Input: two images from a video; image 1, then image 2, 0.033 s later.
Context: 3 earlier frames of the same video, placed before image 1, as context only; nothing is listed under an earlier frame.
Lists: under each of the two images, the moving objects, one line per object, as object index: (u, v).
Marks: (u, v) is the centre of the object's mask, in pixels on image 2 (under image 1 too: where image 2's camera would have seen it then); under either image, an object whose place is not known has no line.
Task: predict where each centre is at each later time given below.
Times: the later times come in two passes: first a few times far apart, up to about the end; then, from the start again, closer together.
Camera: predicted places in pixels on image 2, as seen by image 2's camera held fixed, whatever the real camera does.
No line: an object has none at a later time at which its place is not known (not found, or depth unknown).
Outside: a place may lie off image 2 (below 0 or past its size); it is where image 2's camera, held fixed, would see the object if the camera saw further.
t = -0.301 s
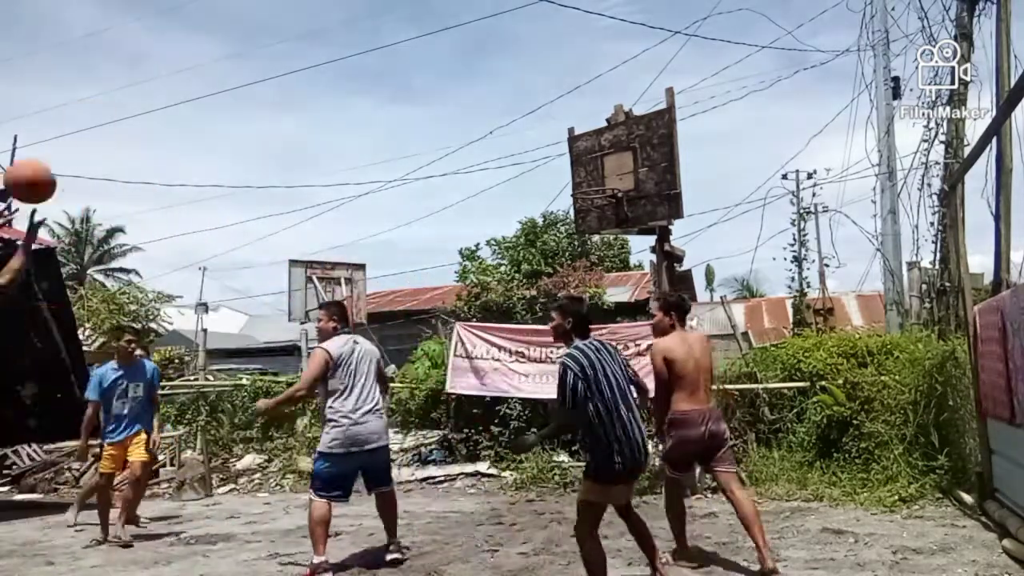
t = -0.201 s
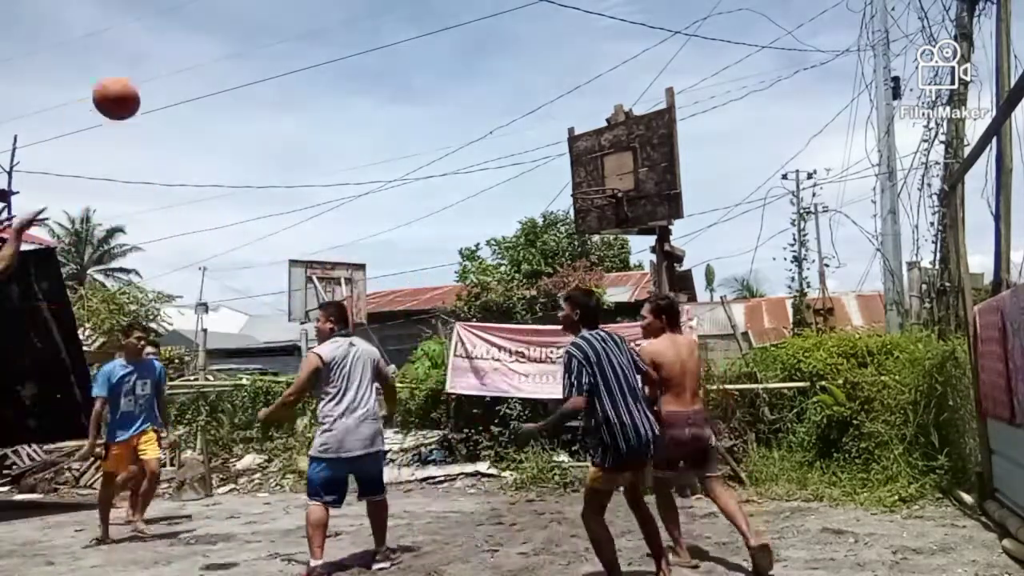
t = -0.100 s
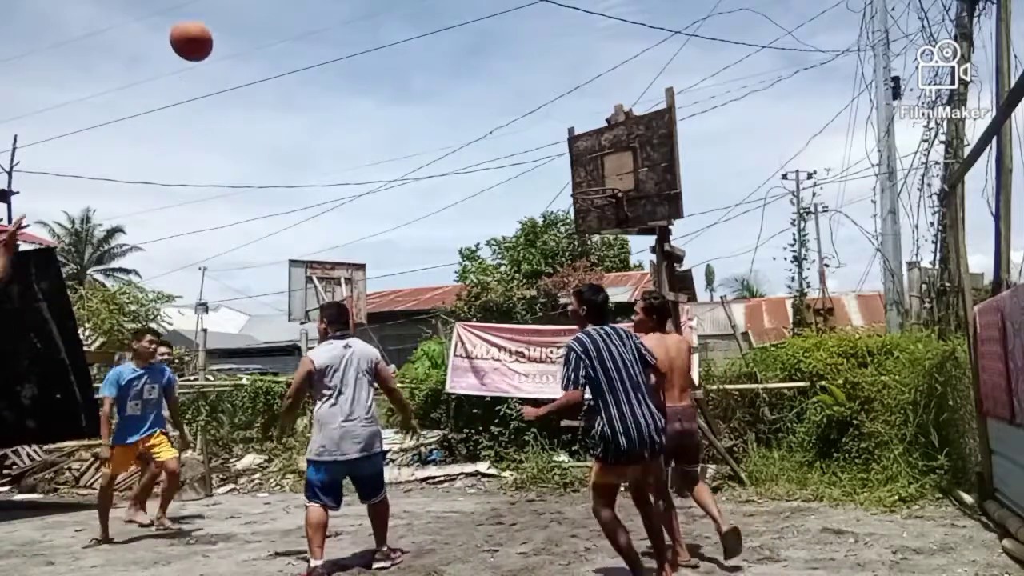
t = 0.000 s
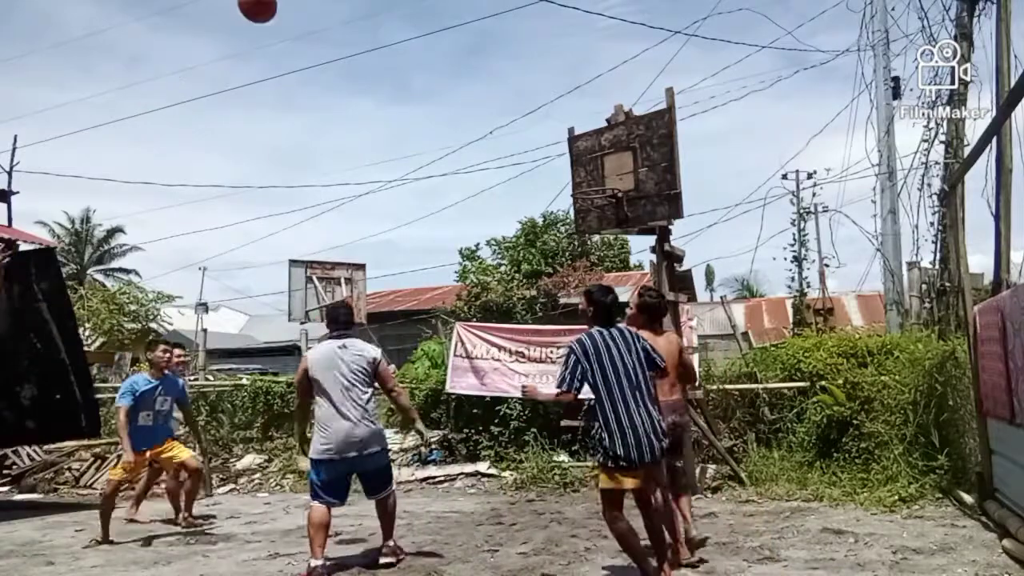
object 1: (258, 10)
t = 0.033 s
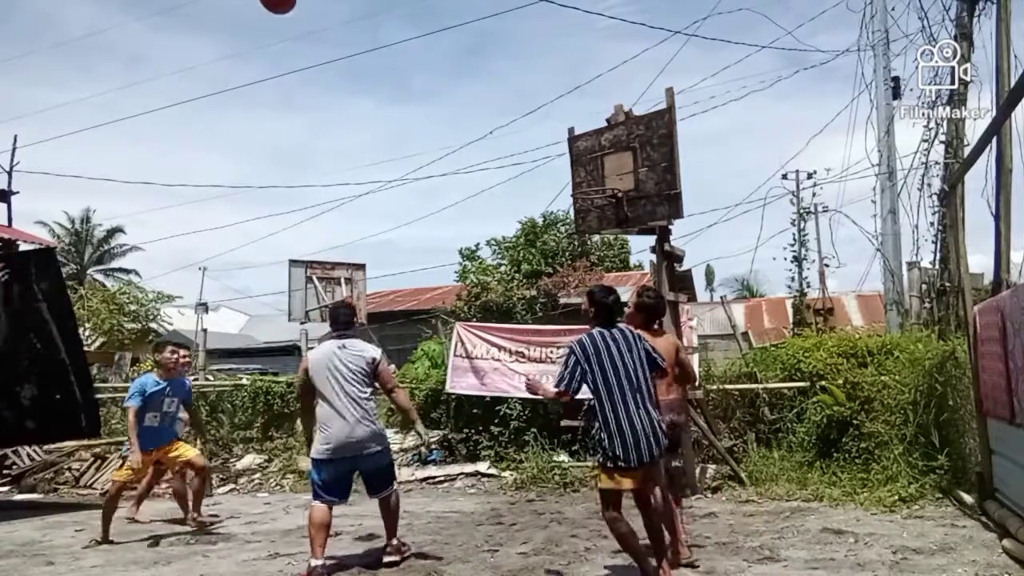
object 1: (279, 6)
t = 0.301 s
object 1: (418, 1)
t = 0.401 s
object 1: (461, 9)
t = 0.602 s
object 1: (540, 72)
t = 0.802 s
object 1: (608, 176)
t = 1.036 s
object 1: (660, 99)
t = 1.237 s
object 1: (706, 70)
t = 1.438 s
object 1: (760, 87)
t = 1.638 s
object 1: (823, 157)
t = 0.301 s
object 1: (418, 1)
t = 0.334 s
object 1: (432, 3)
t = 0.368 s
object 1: (447, 6)
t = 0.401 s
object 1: (461, 9)
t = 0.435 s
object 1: (475, 14)
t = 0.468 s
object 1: (488, 22)
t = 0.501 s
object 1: (501, 34)
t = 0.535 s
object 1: (514, 45)
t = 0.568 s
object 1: (527, 59)
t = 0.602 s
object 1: (540, 72)
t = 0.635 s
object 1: (552, 88)
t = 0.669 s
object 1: (564, 103)
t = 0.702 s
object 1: (575, 121)
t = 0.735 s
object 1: (587, 138)
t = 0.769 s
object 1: (597, 157)
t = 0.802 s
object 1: (608, 176)
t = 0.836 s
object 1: (615, 167)
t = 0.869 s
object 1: (622, 153)
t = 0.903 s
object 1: (628, 139)
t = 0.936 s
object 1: (636, 127)
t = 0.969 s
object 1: (643, 117)
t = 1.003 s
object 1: (652, 105)
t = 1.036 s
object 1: (660, 99)
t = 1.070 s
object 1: (666, 90)
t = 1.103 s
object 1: (674, 84)
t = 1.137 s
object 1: (682, 79)
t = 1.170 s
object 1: (690, 75)
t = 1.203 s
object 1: (697, 71)
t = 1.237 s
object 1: (706, 70)
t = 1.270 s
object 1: (714, 69)
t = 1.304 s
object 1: (723, 70)
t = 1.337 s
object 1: (732, 72)
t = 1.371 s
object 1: (741, 75)
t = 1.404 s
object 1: (751, 80)
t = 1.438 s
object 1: (760, 87)
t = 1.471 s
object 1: (771, 94)
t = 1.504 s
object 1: (780, 103)
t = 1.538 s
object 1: (791, 114)
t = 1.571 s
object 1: (801, 126)
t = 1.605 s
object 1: (812, 141)
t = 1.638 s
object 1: (823, 157)
